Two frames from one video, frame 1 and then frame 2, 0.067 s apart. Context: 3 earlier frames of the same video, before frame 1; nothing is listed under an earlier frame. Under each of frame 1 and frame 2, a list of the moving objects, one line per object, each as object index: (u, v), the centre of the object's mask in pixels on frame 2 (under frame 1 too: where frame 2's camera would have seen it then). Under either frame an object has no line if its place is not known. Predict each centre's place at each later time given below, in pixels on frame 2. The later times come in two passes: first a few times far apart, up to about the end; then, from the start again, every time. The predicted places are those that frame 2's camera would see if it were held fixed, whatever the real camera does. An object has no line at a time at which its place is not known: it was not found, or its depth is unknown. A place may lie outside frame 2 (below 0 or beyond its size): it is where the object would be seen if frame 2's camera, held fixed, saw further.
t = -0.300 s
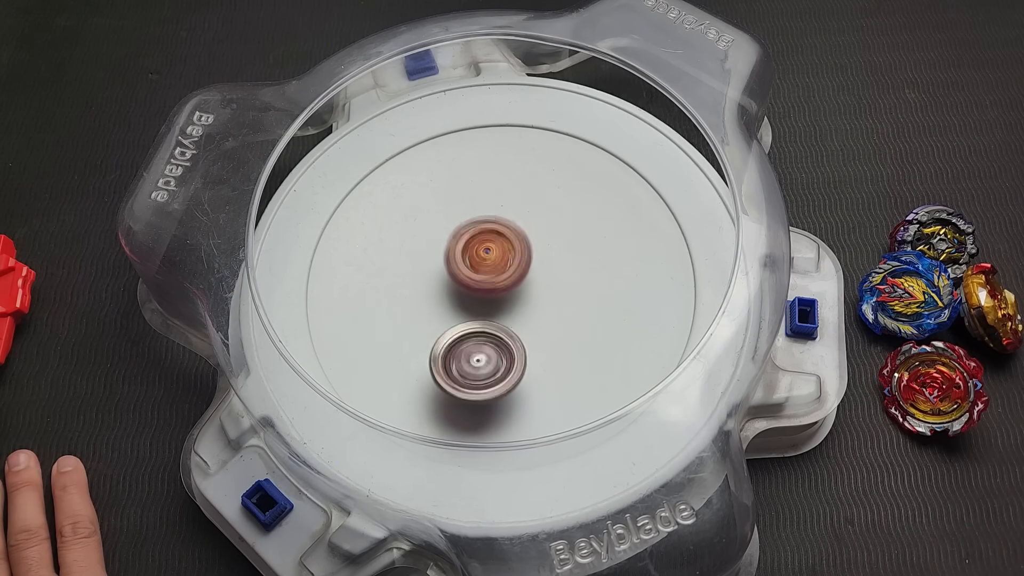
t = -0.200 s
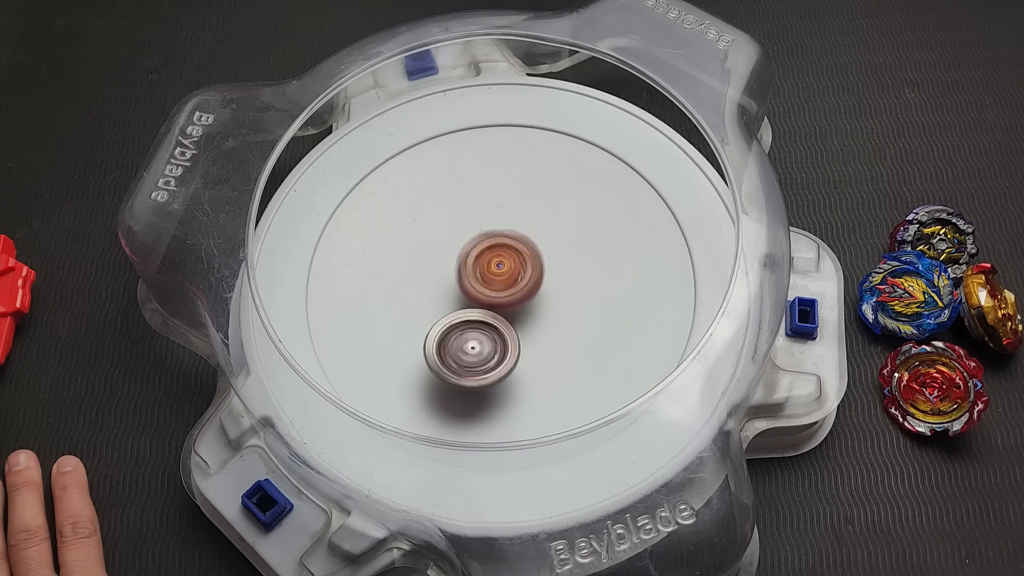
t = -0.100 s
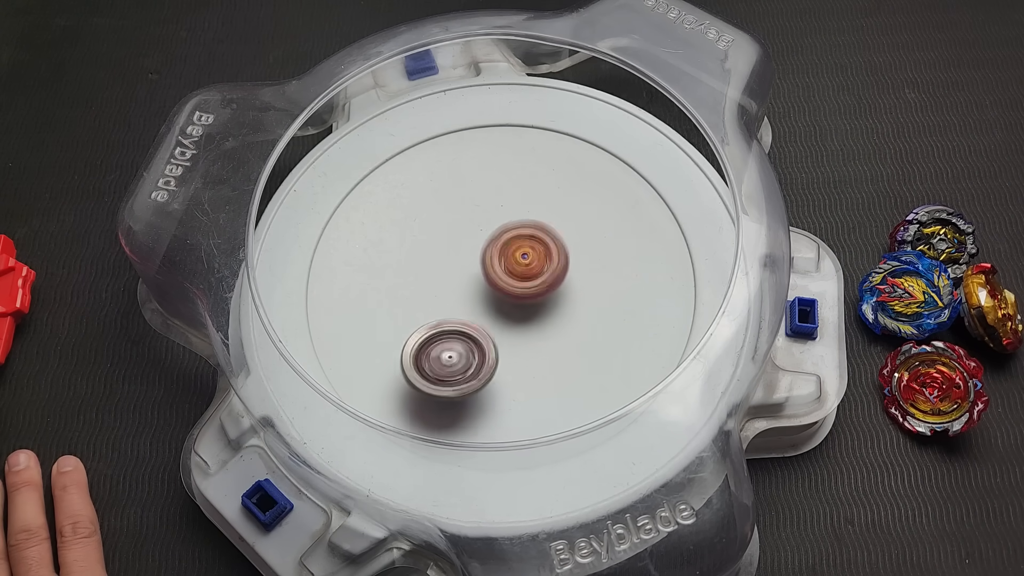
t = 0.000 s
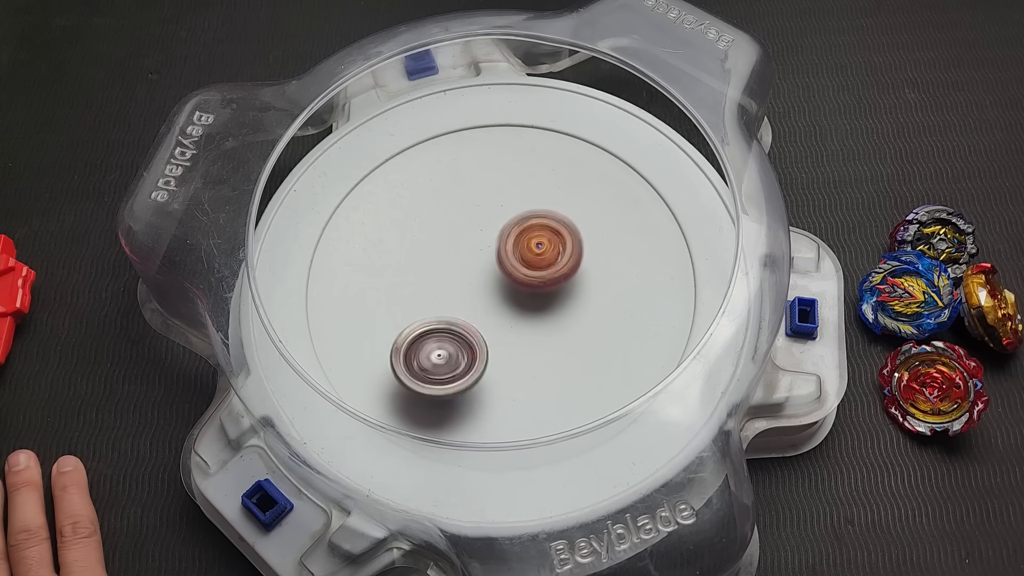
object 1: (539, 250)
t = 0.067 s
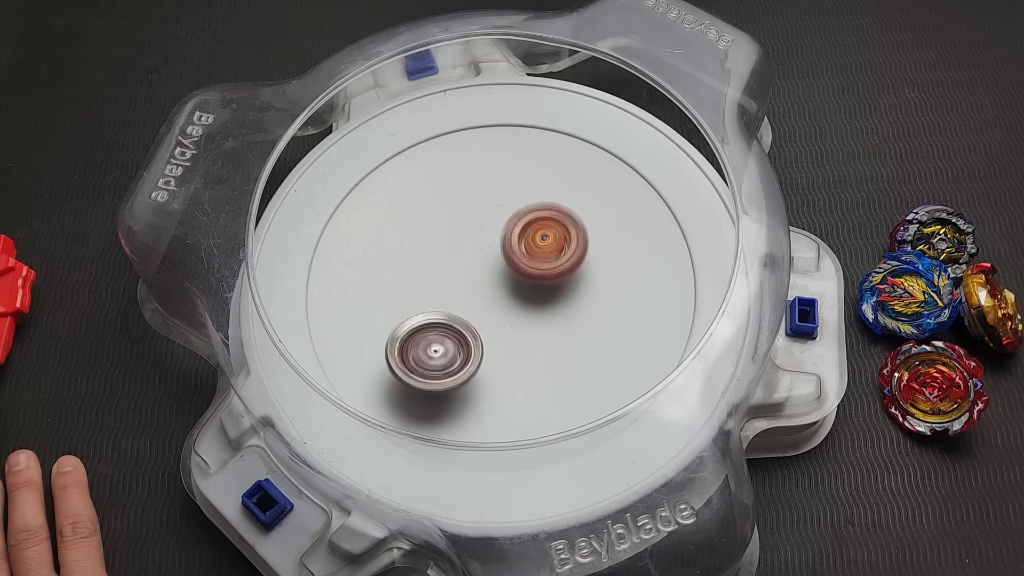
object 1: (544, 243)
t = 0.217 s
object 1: (539, 237)
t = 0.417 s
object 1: (518, 256)
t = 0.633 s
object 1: (539, 272)
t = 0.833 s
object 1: (540, 282)
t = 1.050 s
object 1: (524, 300)
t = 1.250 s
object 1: (514, 320)
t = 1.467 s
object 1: (504, 322)
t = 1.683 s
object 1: (486, 328)
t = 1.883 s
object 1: (477, 321)
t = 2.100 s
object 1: (438, 303)
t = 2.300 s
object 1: (415, 292)
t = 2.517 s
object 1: (415, 278)
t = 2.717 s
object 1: (437, 253)
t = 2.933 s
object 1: (466, 236)
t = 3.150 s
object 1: (495, 228)
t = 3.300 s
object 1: (514, 234)
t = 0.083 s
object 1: (544, 241)
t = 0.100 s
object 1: (544, 240)
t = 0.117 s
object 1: (544, 239)
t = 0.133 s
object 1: (544, 238)
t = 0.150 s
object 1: (543, 238)
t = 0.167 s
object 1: (543, 238)
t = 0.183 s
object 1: (541, 237)
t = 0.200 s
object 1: (540, 237)
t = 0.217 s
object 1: (539, 237)
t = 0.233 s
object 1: (537, 237)
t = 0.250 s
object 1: (535, 238)
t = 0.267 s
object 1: (534, 239)
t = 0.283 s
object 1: (532, 240)
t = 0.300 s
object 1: (530, 240)
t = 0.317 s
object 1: (528, 243)
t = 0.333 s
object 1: (526, 244)
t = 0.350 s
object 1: (524, 245)
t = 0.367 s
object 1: (522, 248)
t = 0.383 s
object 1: (521, 250)
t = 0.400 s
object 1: (519, 252)
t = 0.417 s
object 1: (518, 256)
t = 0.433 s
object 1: (520, 256)
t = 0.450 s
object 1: (523, 259)
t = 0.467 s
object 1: (525, 260)
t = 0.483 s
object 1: (527, 261)
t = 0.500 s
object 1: (529, 263)
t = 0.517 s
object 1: (531, 264)
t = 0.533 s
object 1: (532, 265)
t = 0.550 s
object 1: (533, 267)
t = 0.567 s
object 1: (535, 268)
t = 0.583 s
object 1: (536, 269)
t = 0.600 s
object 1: (538, 270)
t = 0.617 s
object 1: (539, 270)
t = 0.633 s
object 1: (539, 272)
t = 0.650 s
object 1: (541, 272)
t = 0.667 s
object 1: (541, 273)
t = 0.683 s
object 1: (542, 274)
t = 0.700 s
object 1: (542, 275)
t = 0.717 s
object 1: (542, 275)
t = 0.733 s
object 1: (542, 276)
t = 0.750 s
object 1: (542, 277)
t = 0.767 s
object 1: (542, 278)
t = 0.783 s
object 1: (541, 279)
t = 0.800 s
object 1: (541, 280)
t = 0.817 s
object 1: (540, 281)
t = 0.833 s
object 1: (540, 282)
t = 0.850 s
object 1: (539, 283)
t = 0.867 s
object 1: (538, 284)
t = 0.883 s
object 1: (537, 285)
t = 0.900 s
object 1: (537, 286)
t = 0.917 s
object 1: (535, 288)
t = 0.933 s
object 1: (534, 289)
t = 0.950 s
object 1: (533, 290)
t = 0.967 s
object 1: (531, 292)
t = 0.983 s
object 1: (530, 293)
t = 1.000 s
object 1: (529, 295)
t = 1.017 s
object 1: (527, 297)
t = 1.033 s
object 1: (526, 299)
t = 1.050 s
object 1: (524, 300)
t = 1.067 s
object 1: (523, 303)
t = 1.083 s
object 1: (522, 305)
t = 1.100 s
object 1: (521, 306)
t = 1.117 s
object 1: (520, 308)
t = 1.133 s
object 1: (519, 310)
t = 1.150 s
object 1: (517, 312)
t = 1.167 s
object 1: (517, 314)
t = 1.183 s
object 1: (516, 315)
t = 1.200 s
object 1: (515, 316)
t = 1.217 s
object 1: (515, 318)
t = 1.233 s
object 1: (514, 319)
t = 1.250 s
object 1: (514, 320)
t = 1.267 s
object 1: (514, 321)
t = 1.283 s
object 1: (513, 322)
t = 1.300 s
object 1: (513, 323)
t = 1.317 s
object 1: (512, 323)
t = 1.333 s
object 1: (512, 324)
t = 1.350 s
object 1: (512, 324)
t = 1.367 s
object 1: (510, 324)
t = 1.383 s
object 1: (510, 324)
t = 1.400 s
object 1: (509, 323)
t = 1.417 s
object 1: (508, 323)
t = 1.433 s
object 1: (507, 323)
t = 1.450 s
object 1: (506, 322)
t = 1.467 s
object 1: (504, 322)
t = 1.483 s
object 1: (504, 322)
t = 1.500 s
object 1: (502, 321)
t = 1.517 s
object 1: (500, 321)
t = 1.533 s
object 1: (498, 323)
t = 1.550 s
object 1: (495, 325)
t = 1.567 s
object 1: (492, 326)
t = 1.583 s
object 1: (492, 327)
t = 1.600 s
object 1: (490, 327)
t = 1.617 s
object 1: (489, 329)
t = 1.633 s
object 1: (488, 329)
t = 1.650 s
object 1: (487, 329)
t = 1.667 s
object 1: (487, 329)
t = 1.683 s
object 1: (486, 328)
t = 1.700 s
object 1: (485, 329)
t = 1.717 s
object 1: (485, 328)
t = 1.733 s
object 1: (483, 328)
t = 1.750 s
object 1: (484, 327)
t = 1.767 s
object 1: (483, 327)
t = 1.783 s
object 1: (481, 327)
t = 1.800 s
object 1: (481, 326)
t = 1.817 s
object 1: (480, 325)
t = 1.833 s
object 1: (480, 325)
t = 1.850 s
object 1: (479, 324)
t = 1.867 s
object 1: (477, 323)
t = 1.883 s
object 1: (477, 321)
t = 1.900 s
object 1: (475, 320)
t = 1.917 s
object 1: (475, 320)
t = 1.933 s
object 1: (474, 318)
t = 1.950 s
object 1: (473, 317)
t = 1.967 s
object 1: (473, 314)
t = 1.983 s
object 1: (471, 313)
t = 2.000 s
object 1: (466, 312)
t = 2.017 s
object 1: (459, 311)
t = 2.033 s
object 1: (454, 309)
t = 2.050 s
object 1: (450, 307)
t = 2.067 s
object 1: (445, 306)
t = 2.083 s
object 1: (441, 304)
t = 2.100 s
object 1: (438, 303)
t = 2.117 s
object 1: (434, 302)
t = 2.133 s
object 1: (432, 301)
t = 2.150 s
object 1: (429, 300)
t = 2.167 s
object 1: (428, 299)
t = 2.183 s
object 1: (426, 298)
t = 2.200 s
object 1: (424, 298)
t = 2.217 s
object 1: (422, 296)
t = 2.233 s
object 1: (420, 296)
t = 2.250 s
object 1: (419, 295)
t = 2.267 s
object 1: (417, 294)
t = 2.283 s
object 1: (416, 294)
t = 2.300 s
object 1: (415, 292)
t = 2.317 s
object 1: (413, 292)
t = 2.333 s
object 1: (413, 290)
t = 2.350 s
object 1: (411, 289)
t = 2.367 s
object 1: (411, 289)
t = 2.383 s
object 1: (410, 288)
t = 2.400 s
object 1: (410, 287)
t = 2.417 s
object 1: (410, 285)
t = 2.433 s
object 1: (410, 284)
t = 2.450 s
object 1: (411, 283)
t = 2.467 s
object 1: (412, 281)
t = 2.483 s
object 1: (413, 281)
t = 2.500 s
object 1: (414, 279)
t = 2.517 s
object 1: (415, 278)
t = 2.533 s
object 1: (417, 276)
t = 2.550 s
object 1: (419, 274)
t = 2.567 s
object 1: (421, 273)
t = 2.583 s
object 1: (423, 271)
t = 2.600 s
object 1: (425, 270)
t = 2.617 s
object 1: (427, 266)
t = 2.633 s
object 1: (427, 263)
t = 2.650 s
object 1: (430, 261)
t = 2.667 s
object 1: (431, 258)
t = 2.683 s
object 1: (433, 258)
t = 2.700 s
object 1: (436, 255)
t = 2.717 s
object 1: (437, 253)
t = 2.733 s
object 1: (440, 252)
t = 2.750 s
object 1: (441, 250)
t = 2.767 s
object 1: (444, 249)
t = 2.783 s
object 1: (445, 248)
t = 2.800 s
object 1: (447, 247)
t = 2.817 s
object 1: (450, 245)
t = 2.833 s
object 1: (452, 245)
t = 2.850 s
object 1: (455, 243)
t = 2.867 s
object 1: (456, 242)
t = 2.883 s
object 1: (459, 241)
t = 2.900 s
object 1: (461, 240)
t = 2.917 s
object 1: (463, 238)
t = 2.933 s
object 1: (466, 236)
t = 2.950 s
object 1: (468, 235)
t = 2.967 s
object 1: (472, 232)
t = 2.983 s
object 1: (473, 231)
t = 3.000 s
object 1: (476, 231)
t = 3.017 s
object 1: (478, 229)
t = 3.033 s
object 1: (480, 230)
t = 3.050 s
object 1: (483, 228)
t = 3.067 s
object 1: (484, 228)
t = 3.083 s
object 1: (487, 227)
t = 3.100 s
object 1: (488, 227)
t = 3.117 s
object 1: (491, 227)
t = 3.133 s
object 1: (492, 227)
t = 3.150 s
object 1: (495, 228)
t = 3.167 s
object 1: (496, 227)
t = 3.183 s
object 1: (498, 228)
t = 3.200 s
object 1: (501, 228)
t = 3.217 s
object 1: (502, 228)
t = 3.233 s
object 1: (506, 229)
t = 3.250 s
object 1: (507, 230)
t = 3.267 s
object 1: (510, 231)
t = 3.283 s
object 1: (511, 232)
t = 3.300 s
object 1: (514, 234)
